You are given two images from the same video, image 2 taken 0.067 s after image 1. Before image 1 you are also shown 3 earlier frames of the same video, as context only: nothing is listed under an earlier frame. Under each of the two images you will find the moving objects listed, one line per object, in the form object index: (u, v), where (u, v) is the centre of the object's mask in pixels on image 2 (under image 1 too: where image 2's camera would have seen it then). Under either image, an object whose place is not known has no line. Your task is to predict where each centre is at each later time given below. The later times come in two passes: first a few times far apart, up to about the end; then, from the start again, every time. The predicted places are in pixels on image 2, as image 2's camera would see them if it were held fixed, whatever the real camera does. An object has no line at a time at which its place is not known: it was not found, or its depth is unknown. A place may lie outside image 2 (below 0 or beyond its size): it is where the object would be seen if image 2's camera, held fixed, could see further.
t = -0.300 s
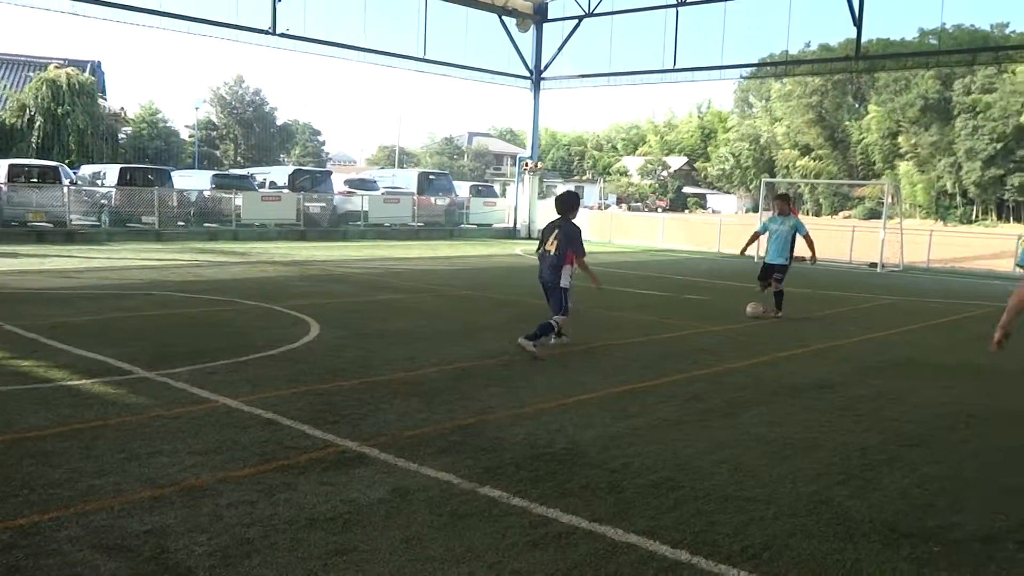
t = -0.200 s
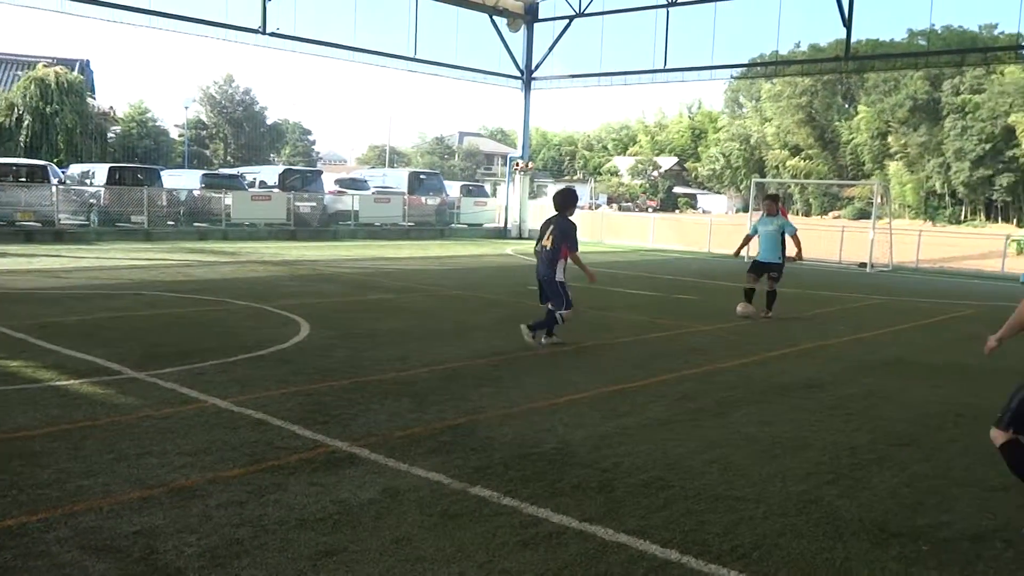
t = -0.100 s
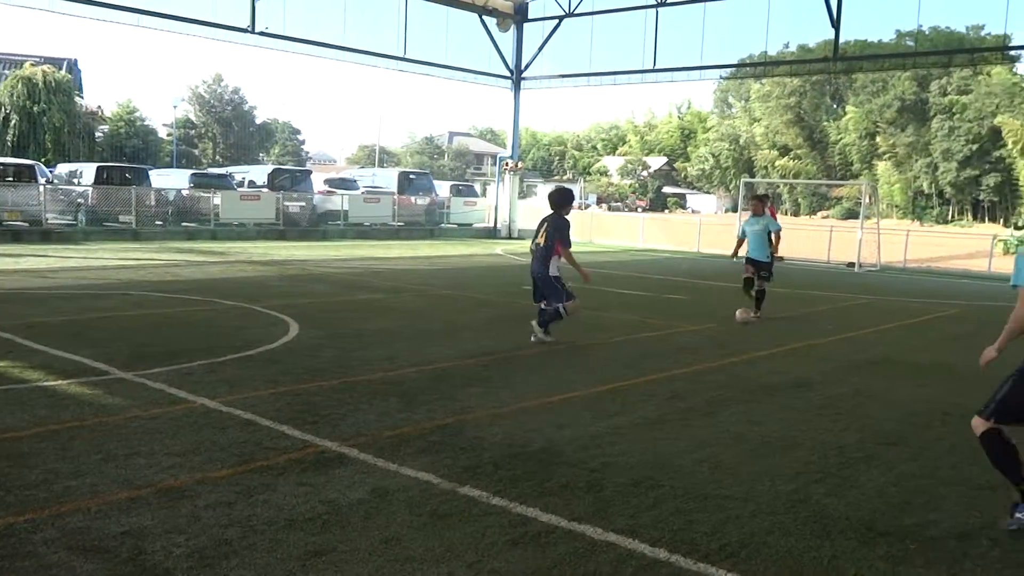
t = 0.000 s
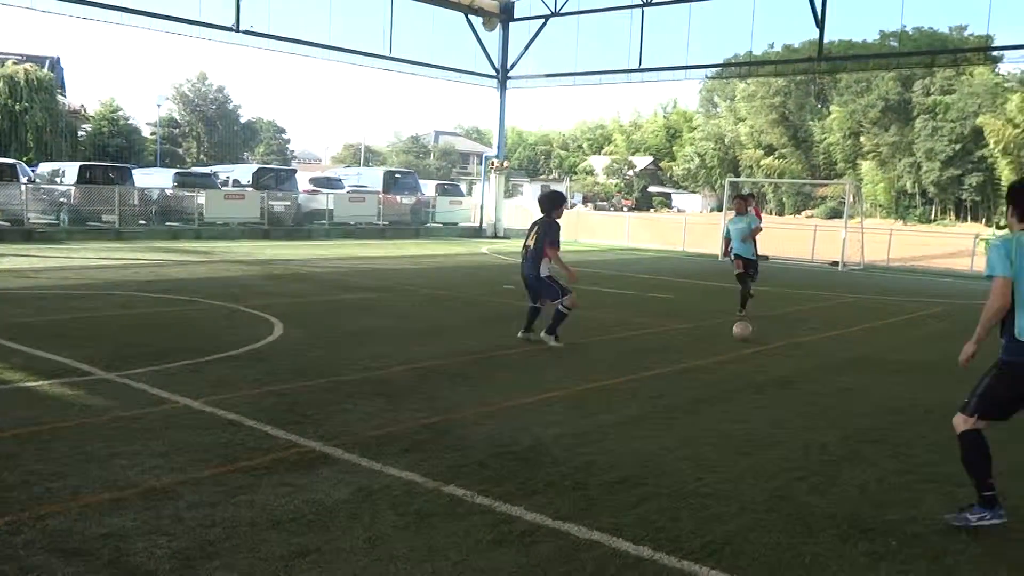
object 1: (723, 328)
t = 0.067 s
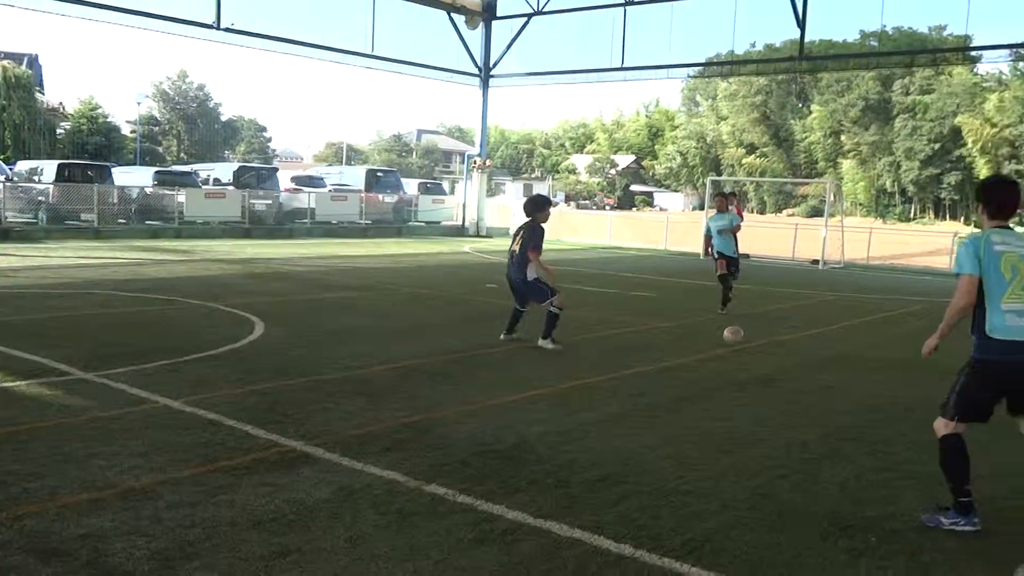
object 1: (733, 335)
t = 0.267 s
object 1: (771, 369)
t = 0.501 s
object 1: (834, 420)
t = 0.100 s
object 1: (738, 339)
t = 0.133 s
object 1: (745, 346)
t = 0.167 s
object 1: (752, 354)
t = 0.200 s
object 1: (757, 357)
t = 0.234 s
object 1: (765, 362)
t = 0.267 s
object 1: (771, 369)
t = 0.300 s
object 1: (779, 376)
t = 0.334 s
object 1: (787, 383)
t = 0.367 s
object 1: (795, 389)
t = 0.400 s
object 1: (804, 395)
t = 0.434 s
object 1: (813, 405)
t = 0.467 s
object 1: (823, 413)
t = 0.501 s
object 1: (834, 420)
